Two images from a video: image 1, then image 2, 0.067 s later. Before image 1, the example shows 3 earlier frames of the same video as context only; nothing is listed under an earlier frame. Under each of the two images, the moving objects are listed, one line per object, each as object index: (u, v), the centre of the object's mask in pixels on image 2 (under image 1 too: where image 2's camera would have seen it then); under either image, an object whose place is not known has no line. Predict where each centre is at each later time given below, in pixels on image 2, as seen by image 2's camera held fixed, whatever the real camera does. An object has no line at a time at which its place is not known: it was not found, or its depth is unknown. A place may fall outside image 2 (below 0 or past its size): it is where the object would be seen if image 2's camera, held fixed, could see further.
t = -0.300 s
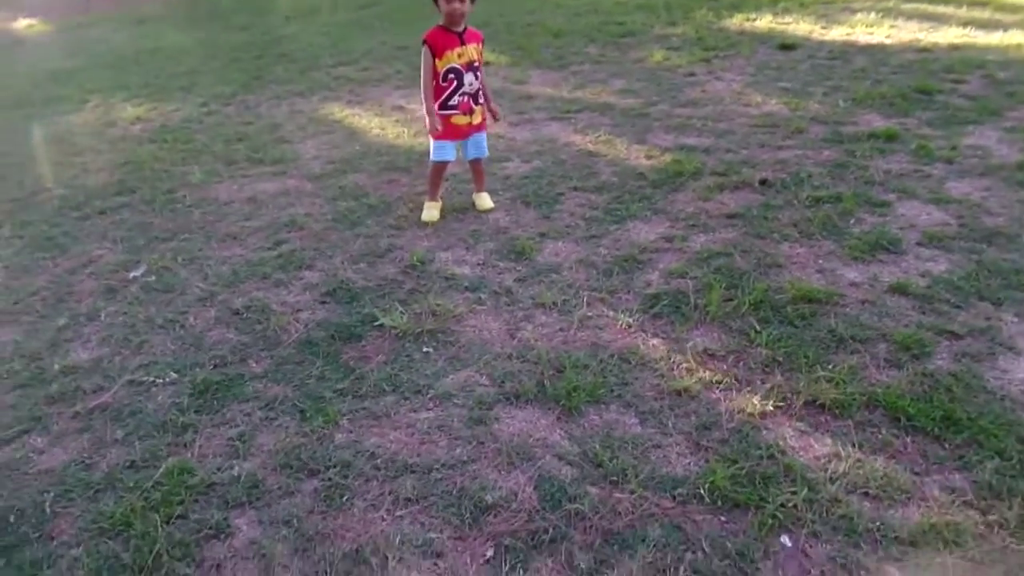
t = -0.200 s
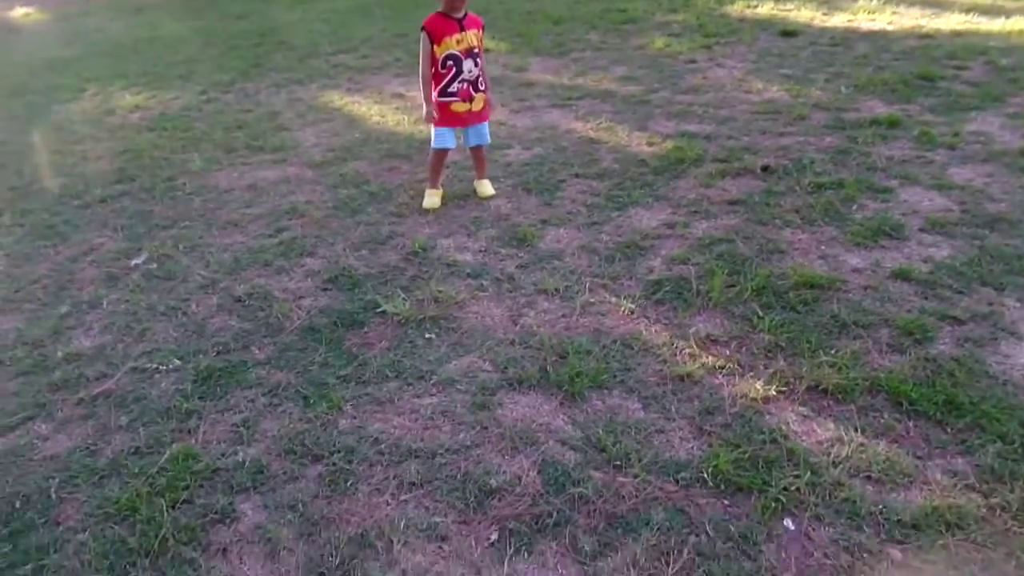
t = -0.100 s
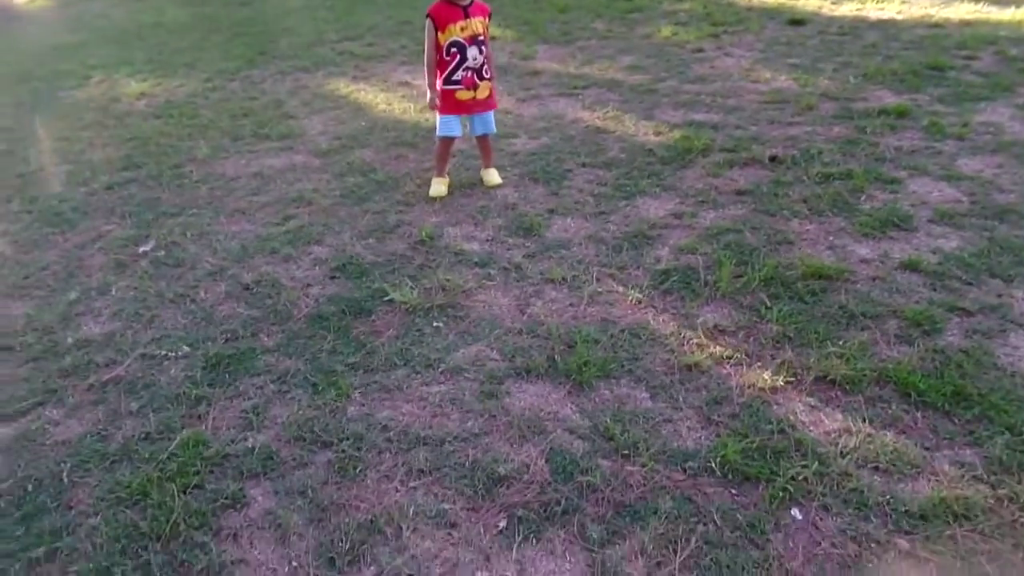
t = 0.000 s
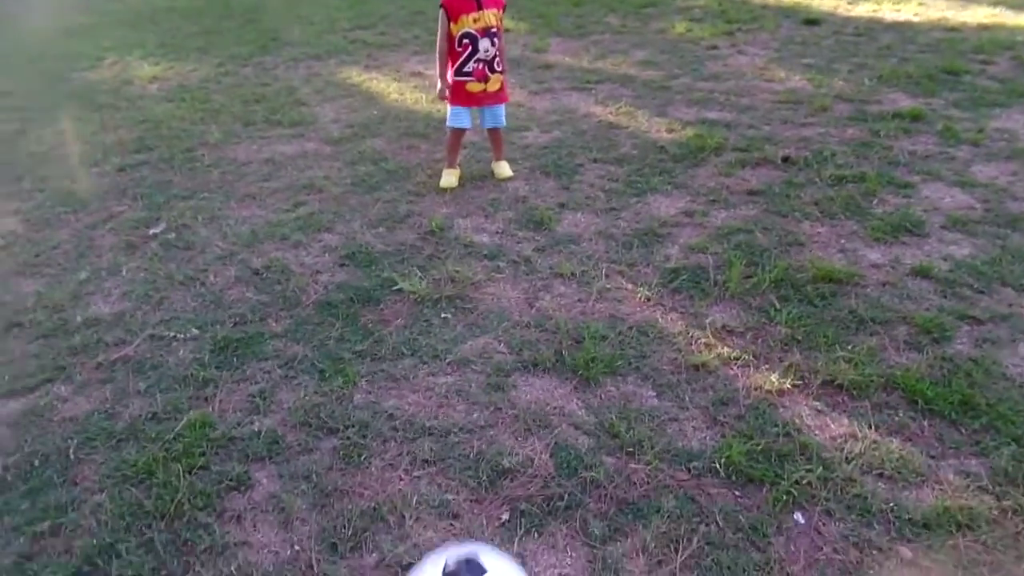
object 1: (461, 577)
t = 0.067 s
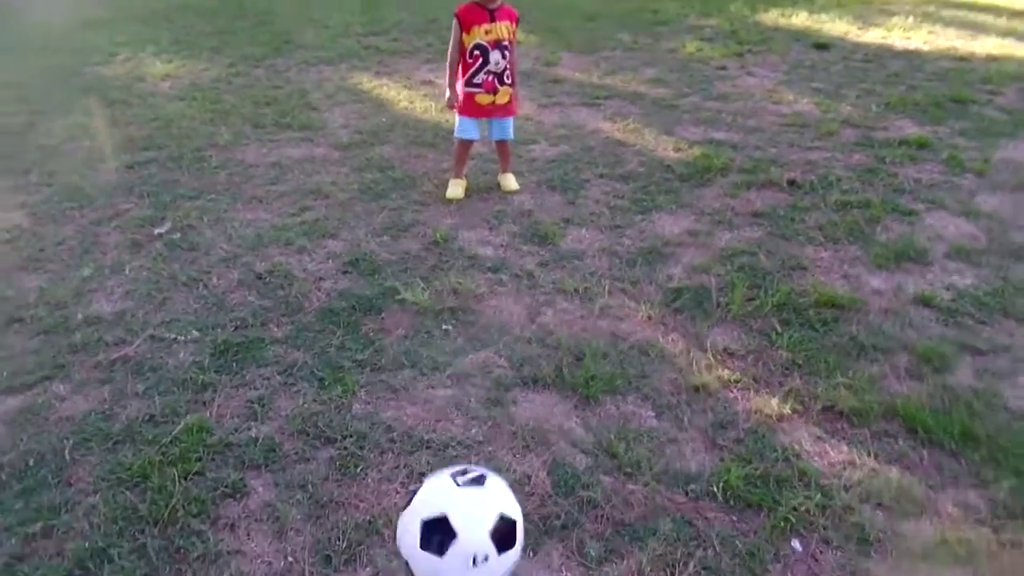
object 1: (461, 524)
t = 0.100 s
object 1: (461, 494)
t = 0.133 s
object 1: (461, 468)
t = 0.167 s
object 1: (463, 445)
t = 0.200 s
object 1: (463, 429)
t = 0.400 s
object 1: (478, 330)
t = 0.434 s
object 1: (481, 323)
